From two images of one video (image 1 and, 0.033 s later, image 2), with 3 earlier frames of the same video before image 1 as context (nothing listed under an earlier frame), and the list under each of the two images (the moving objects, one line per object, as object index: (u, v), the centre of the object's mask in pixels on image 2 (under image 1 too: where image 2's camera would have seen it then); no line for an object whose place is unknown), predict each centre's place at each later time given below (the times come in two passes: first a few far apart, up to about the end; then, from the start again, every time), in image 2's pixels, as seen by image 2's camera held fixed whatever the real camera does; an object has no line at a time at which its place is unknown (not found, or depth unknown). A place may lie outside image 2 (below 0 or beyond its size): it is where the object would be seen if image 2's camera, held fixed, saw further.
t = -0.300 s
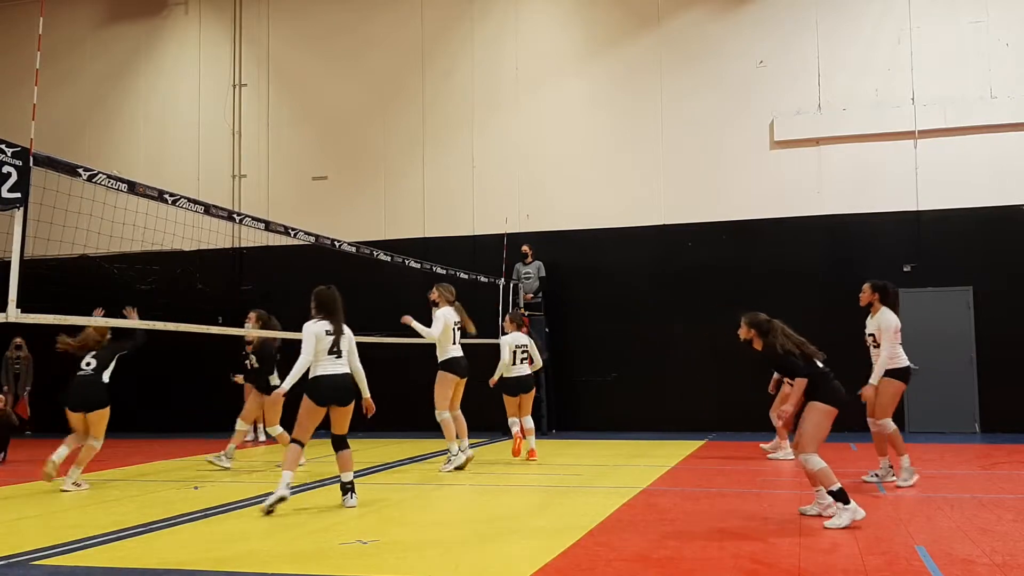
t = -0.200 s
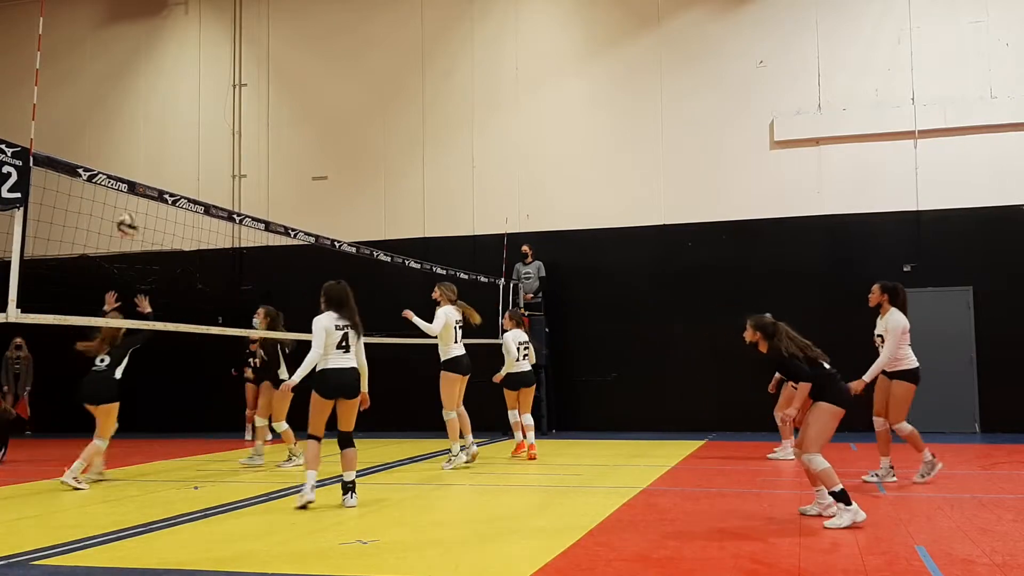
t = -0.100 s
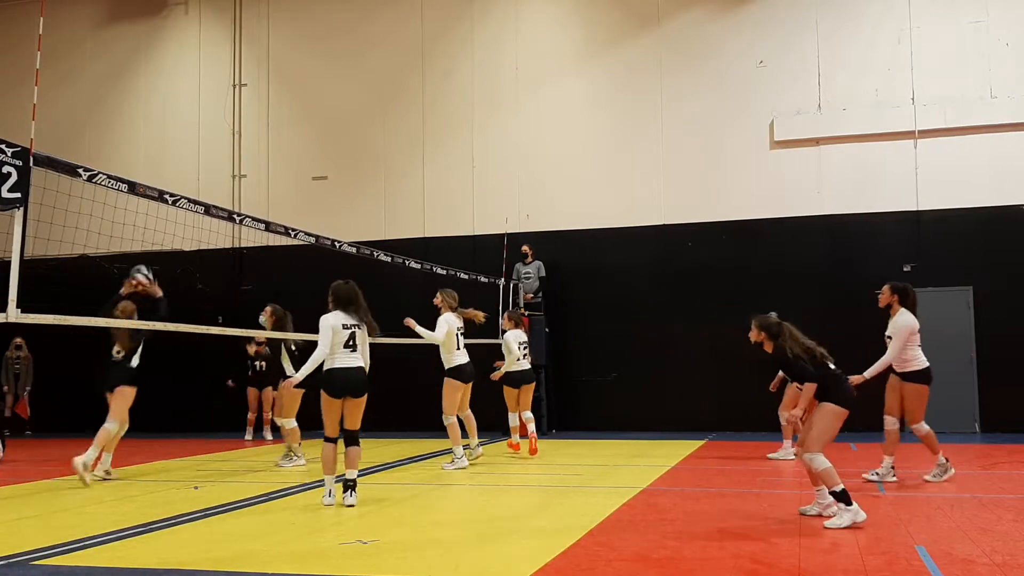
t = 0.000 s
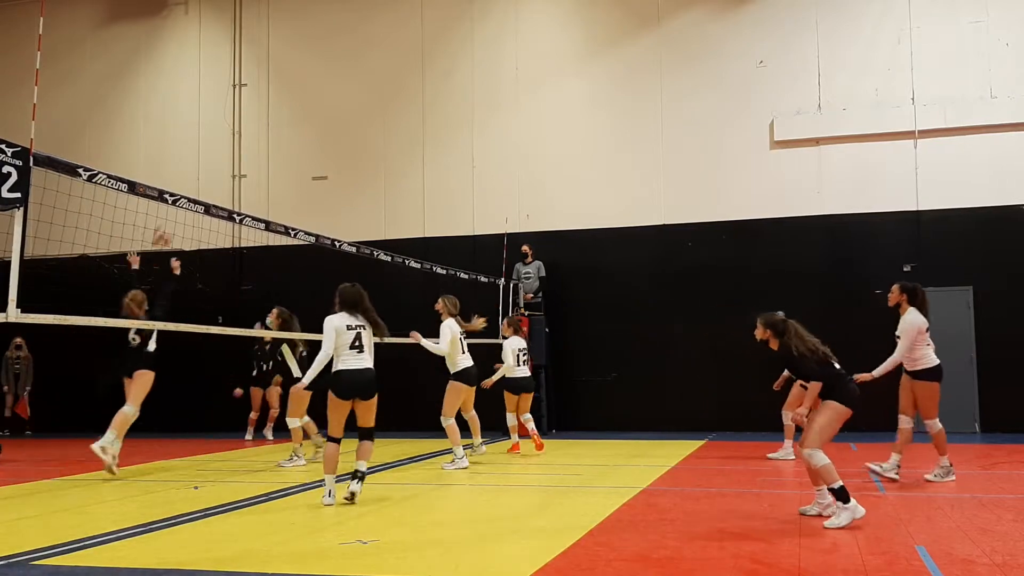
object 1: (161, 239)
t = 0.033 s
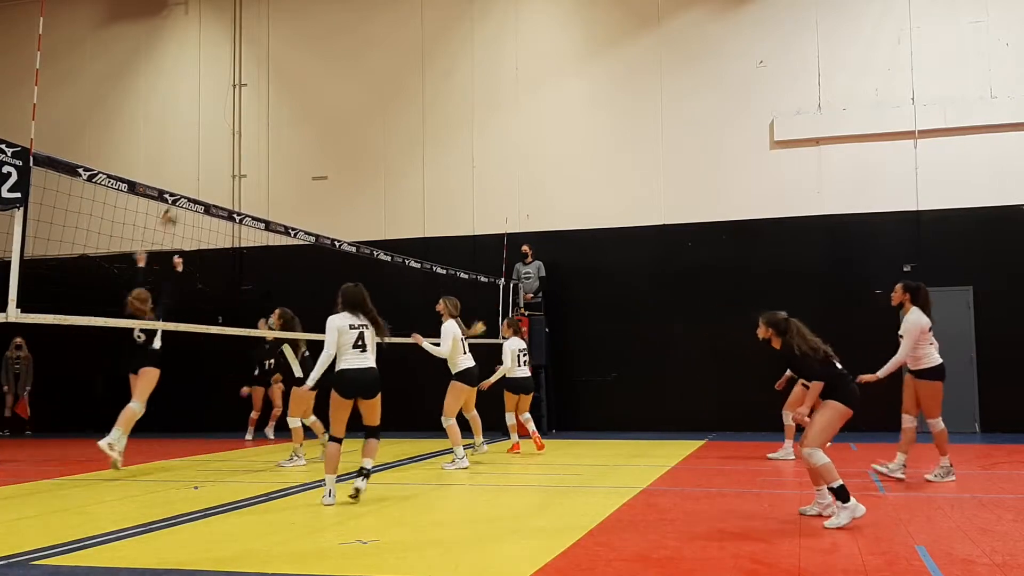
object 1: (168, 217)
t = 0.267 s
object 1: (216, 116)
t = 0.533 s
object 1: (260, 75)
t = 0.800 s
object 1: (298, 90)
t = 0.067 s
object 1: (178, 191)
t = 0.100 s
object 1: (184, 180)
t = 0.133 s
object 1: (190, 165)
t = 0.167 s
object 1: (197, 151)
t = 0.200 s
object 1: (203, 138)
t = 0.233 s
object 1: (211, 127)
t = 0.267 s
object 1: (216, 116)
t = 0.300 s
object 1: (223, 108)
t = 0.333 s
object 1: (228, 101)
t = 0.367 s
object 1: (233, 94)
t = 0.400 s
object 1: (240, 87)
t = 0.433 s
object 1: (246, 83)
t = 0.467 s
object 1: (250, 79)
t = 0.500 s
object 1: (255, 77)
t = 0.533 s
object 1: (260, 75)
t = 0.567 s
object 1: (265, 74)
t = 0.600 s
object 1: (270, 73)
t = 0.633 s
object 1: (276, 74)
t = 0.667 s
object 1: (280, 76)
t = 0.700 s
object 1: (285, 78)
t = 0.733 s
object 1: (289, 81)
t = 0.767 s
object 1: (294, 85)
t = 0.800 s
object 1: (298, 90)
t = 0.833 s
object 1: (302, 96)
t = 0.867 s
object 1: (307, 102)
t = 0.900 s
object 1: (311, 109)
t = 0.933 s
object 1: (315, 117)
